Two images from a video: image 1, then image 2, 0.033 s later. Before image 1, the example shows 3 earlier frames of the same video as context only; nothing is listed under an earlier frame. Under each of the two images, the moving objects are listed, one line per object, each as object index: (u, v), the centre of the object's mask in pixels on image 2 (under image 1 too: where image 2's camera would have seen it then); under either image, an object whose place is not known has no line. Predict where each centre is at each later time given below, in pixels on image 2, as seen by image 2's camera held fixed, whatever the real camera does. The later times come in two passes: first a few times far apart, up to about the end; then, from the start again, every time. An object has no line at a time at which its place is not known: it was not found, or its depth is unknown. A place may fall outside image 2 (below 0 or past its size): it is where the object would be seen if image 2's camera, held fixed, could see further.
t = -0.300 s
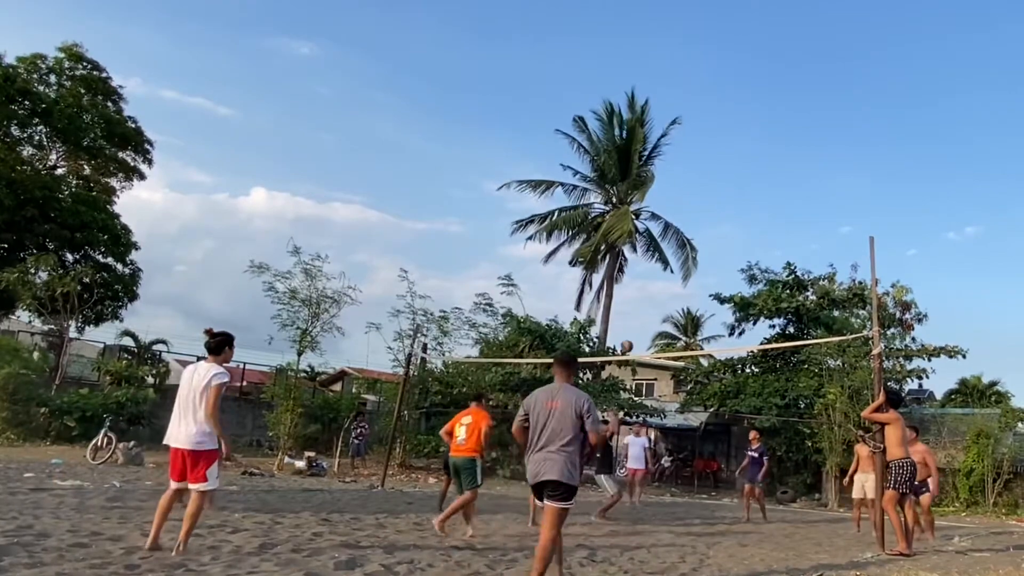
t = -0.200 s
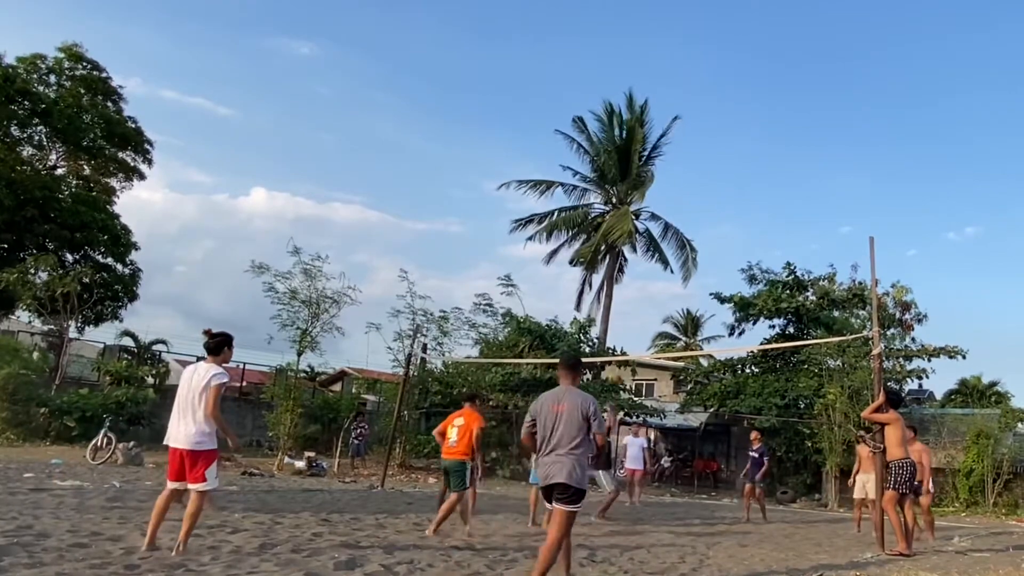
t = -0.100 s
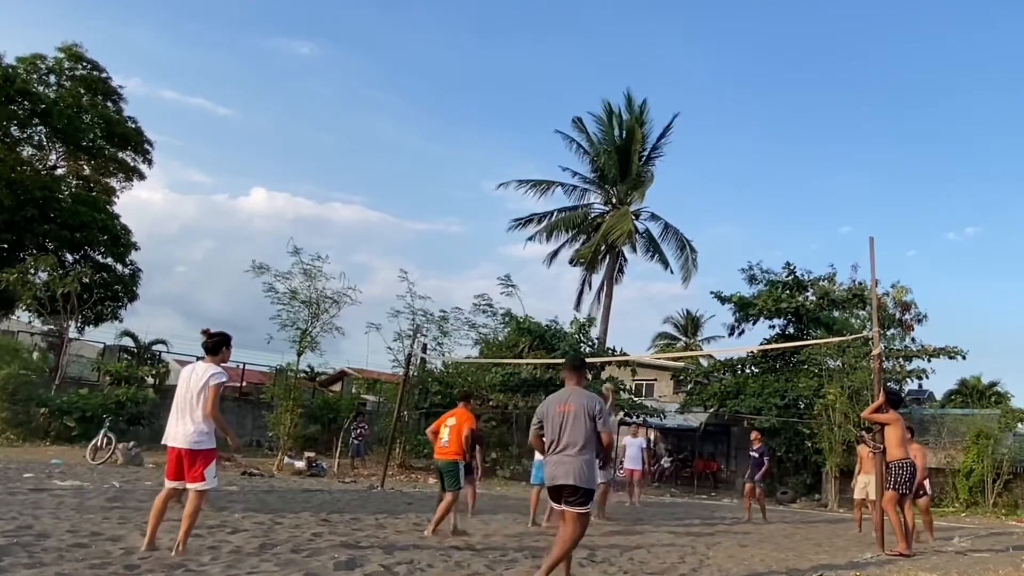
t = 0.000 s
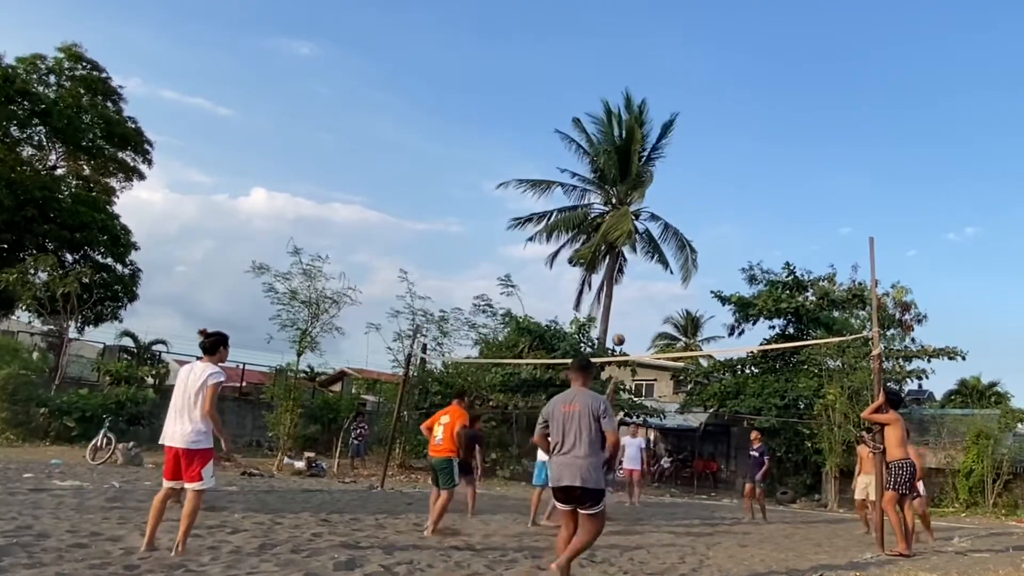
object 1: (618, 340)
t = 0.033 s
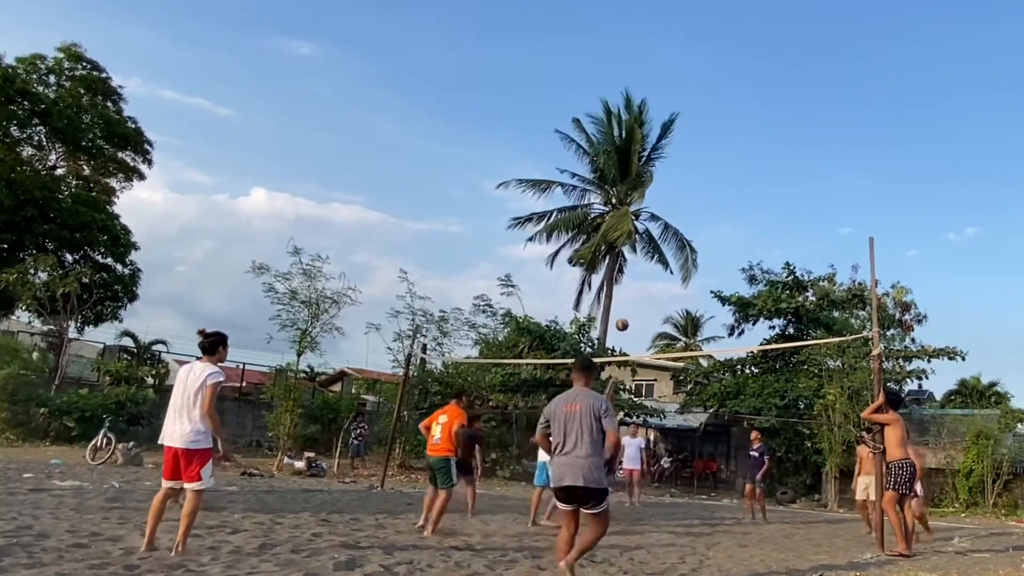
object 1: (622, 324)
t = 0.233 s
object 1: (644, 250)
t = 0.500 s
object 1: (671, 186)
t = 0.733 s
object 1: (692, 168)
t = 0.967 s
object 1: (711, 184)
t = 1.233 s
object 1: (733, 250)
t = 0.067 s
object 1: (625, 310)
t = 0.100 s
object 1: (629, 296)
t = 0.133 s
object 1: (632, 284)
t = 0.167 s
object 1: (636, 271)
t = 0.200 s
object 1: (640, 260)
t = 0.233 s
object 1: (644, 250)
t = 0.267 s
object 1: (647, 238)
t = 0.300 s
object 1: (650, 229)
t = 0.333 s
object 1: (653, 220)
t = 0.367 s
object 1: (658, 211)
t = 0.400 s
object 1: (661, 204)
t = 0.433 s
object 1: (664, 197)
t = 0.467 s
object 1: (667, 191)
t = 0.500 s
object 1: (671, 186)
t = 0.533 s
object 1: (674, 181)
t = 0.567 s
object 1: (677, 177)
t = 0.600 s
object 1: (680, 174)
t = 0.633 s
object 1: (683, 172)
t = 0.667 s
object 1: (686, 170)
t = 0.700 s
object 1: (689, 168)
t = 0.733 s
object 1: (692, 168)
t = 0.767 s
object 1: (695, 168)
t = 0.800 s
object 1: (698, 168)
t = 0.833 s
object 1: (700, 170)
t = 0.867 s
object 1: (703, 172)
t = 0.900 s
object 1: (706, 175)
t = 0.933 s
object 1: (709, 179)
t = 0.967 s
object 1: (711, 184)
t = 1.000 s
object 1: (714, 189)
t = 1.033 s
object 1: (717, 195)
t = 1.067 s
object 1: (719, 202)
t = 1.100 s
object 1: (722, 210)
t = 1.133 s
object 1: (725, 219)
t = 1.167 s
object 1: (727, 228)
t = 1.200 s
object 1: (730, 239)
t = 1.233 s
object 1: (733, 250)
